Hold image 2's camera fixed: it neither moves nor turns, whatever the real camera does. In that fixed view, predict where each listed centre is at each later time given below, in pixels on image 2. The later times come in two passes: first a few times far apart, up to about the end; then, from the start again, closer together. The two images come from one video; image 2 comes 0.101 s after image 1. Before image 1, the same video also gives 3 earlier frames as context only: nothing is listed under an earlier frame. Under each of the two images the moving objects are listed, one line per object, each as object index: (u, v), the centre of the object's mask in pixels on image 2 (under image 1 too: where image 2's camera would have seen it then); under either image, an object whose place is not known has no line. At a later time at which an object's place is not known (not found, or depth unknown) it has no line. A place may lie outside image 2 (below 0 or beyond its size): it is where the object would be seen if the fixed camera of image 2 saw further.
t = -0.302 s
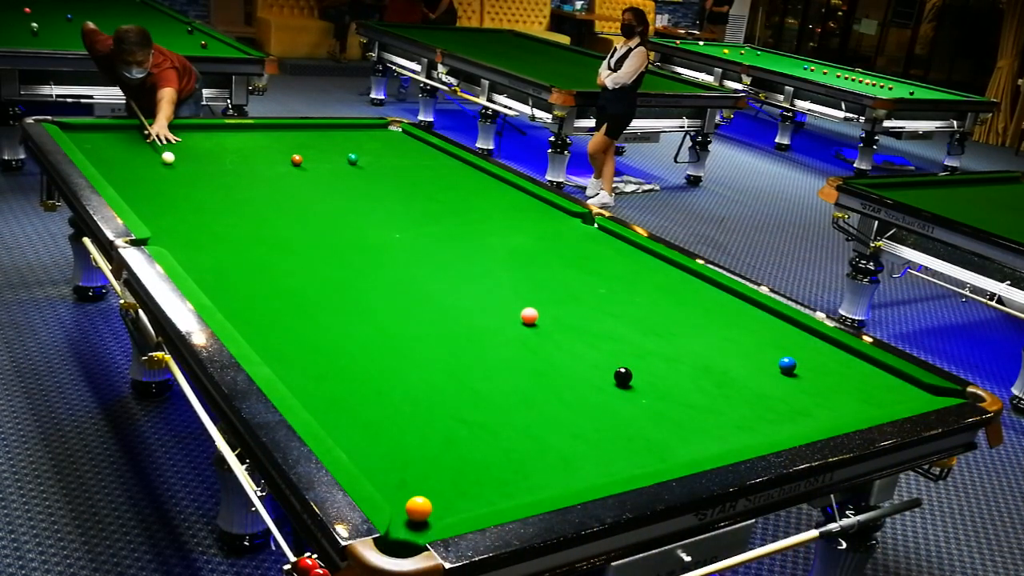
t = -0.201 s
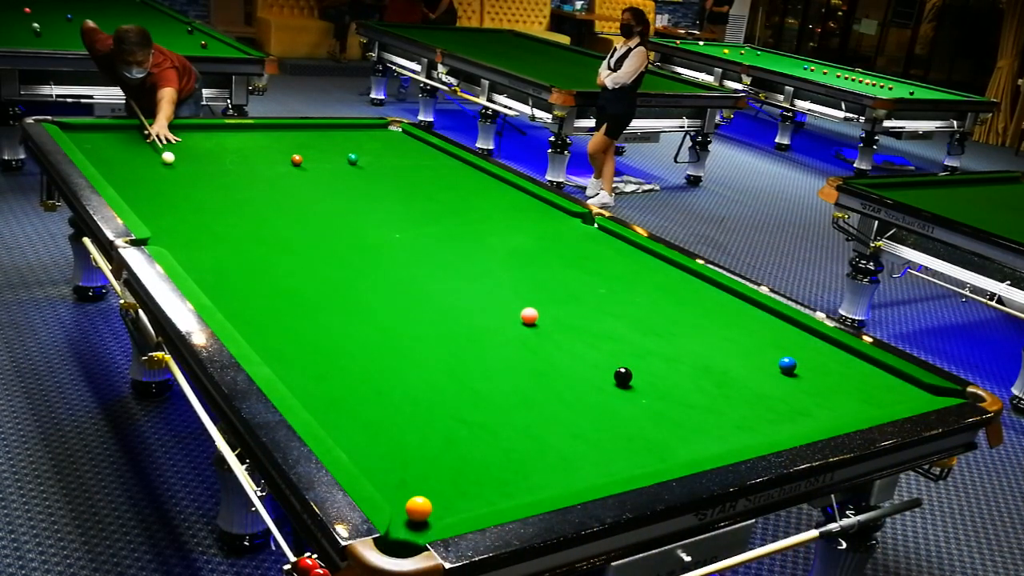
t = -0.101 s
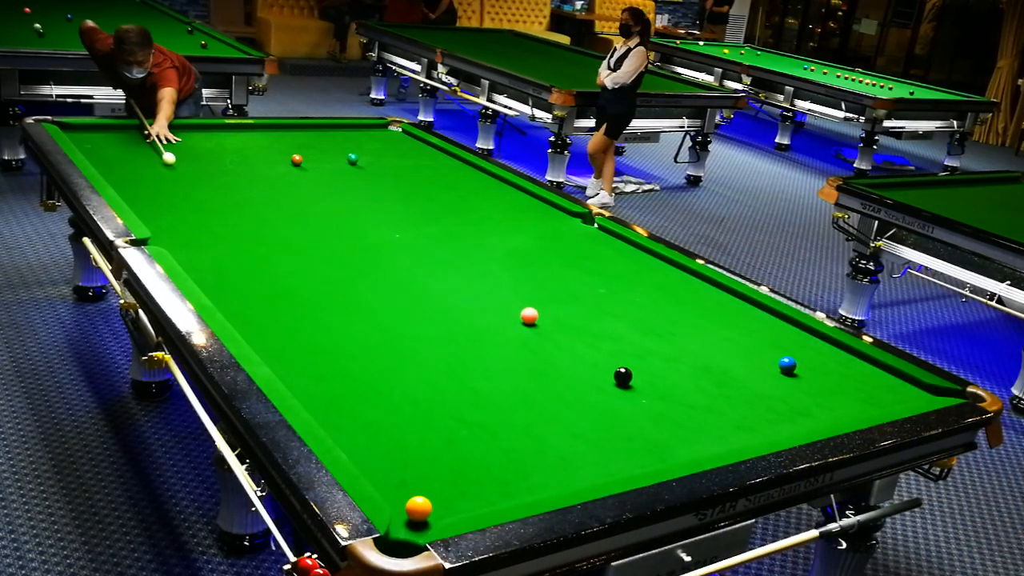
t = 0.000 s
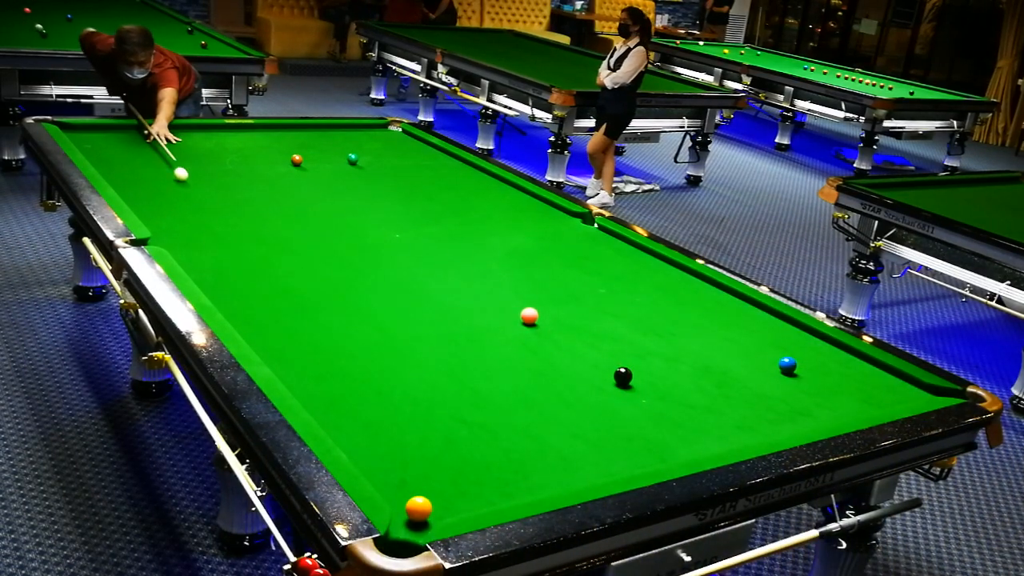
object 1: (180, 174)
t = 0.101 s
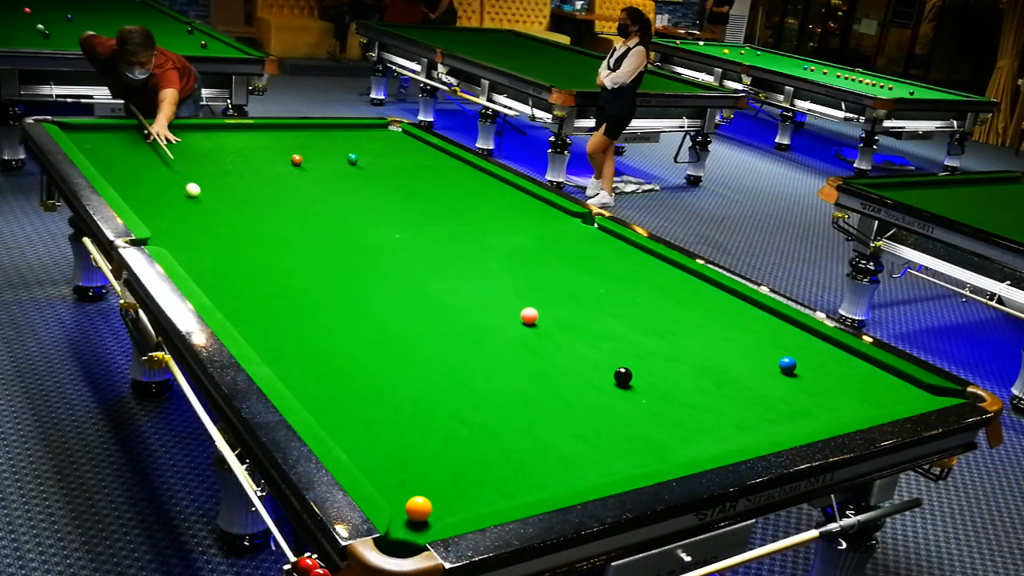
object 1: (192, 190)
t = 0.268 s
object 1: (212, 215)
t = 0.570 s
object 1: (251, 268)
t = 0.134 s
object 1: (196, 195)
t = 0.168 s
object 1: (200, 200)
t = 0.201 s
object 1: (204, 205)
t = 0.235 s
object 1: (208, 210)
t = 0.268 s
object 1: (212, 215)
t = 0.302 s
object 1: (216, 221)
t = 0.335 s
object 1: (220, 226)
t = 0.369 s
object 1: (224, 232)
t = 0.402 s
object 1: (228, 237)
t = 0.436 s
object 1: (232, 243)
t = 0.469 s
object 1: (237, 249)
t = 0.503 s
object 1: (241, 255)
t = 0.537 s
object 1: (246, 261)
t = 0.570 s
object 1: (251, 268)
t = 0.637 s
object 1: (262, 281)
